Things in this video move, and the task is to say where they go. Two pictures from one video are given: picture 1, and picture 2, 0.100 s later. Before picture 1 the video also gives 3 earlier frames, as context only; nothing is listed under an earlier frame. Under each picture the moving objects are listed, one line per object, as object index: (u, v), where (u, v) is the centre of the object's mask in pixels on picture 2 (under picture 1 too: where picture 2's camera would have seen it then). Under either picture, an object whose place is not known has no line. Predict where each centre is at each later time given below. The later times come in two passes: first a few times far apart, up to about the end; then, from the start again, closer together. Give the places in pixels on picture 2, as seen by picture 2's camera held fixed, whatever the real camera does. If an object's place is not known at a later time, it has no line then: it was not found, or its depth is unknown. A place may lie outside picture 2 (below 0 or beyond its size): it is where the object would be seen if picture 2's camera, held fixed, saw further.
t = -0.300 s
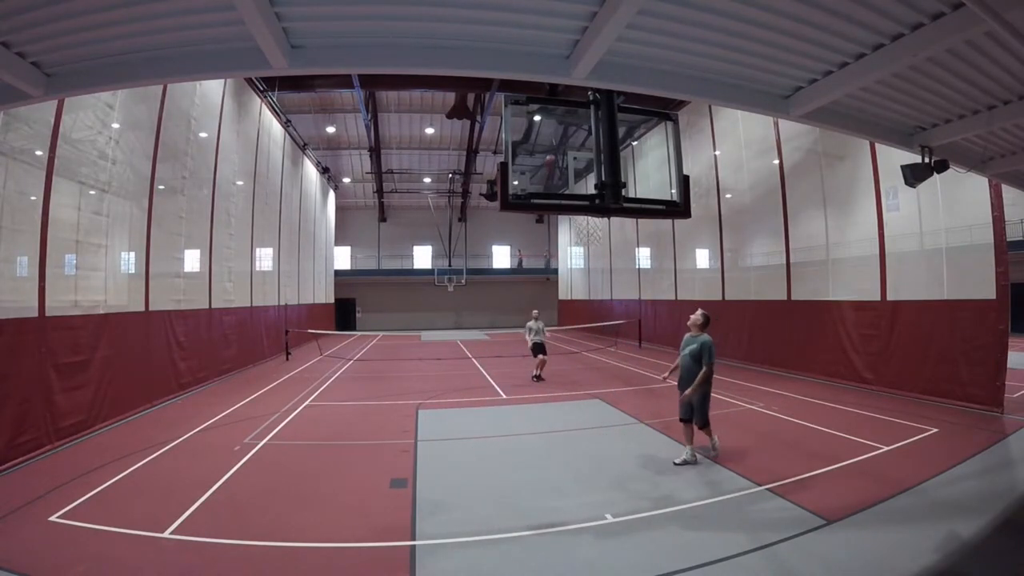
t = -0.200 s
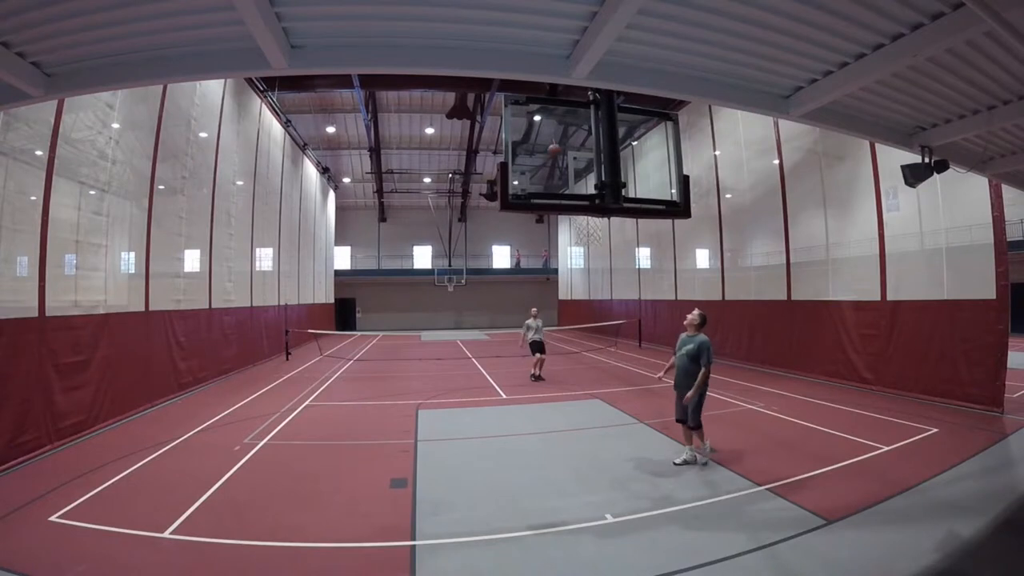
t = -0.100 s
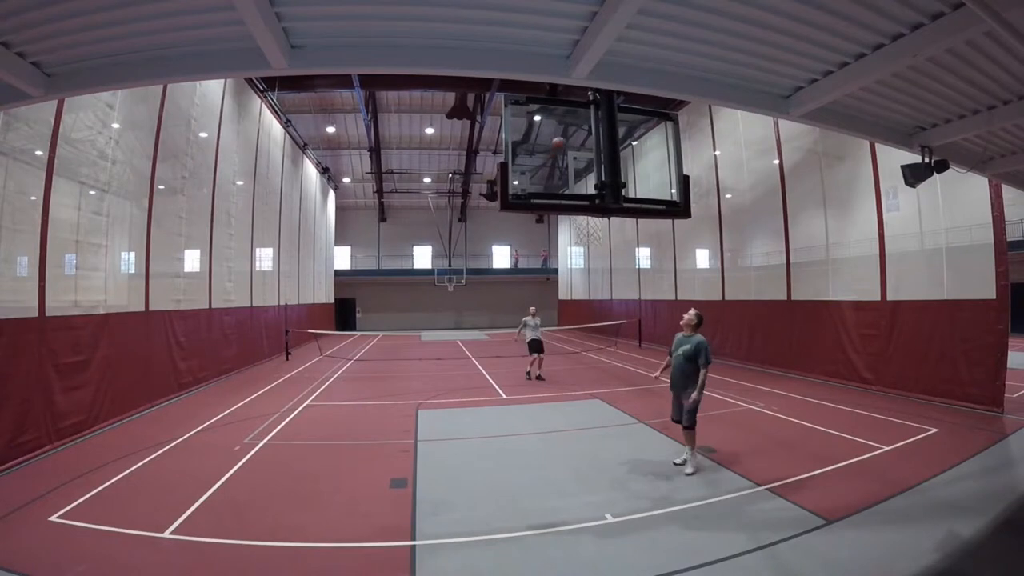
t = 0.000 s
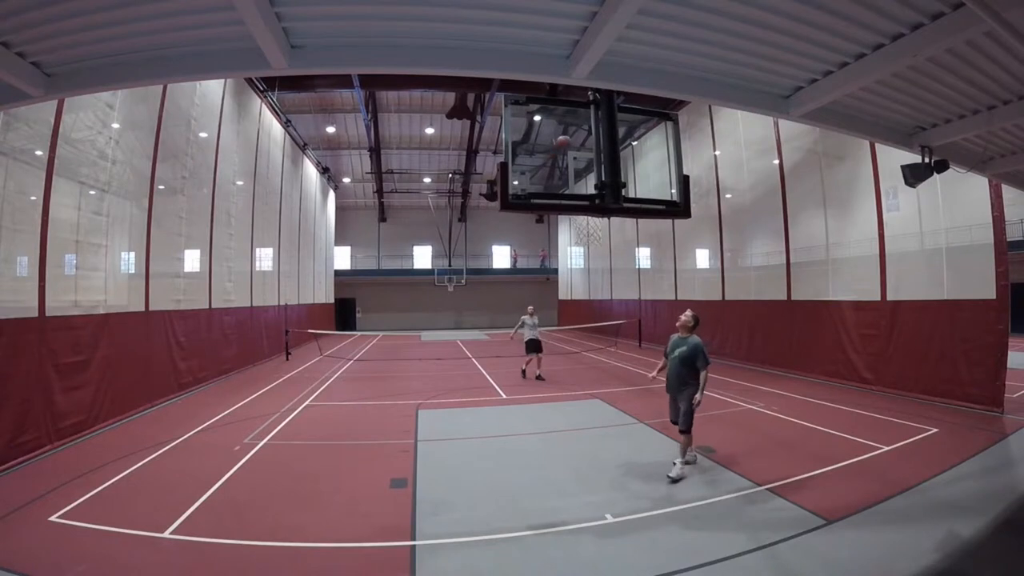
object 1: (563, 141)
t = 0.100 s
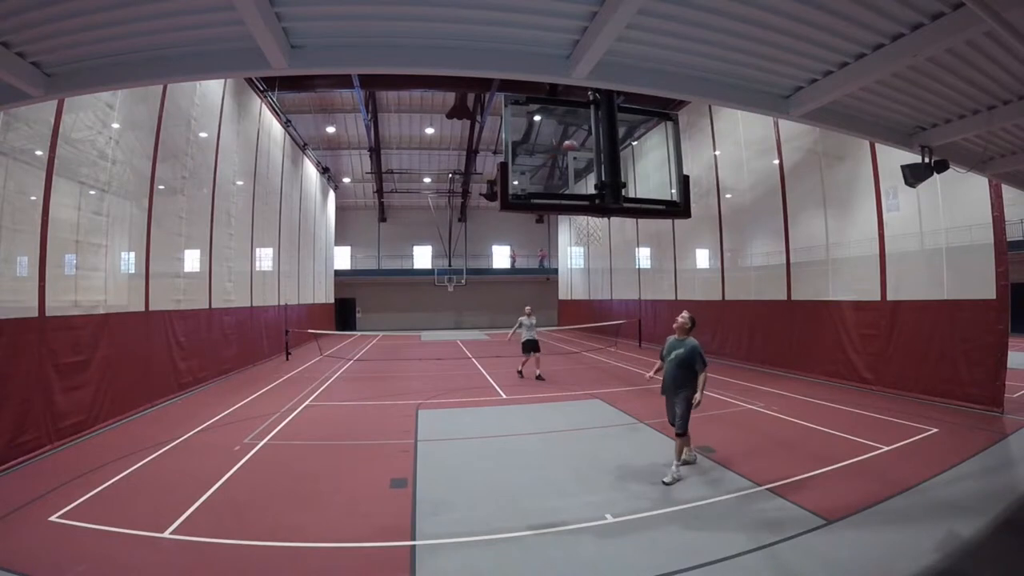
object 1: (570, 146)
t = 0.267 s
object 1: (584, 178)
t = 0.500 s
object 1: (589, 239)
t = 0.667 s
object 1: (577, 292)
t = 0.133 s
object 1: (572, 147)
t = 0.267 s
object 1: (584, 178)
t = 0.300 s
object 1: (586, 186)
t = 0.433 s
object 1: (594, 227)
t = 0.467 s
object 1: (591, 232)
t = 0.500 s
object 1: (589, 239)
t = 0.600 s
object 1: (582, 266)
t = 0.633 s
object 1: (579, 279)
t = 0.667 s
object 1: (577, 292)
